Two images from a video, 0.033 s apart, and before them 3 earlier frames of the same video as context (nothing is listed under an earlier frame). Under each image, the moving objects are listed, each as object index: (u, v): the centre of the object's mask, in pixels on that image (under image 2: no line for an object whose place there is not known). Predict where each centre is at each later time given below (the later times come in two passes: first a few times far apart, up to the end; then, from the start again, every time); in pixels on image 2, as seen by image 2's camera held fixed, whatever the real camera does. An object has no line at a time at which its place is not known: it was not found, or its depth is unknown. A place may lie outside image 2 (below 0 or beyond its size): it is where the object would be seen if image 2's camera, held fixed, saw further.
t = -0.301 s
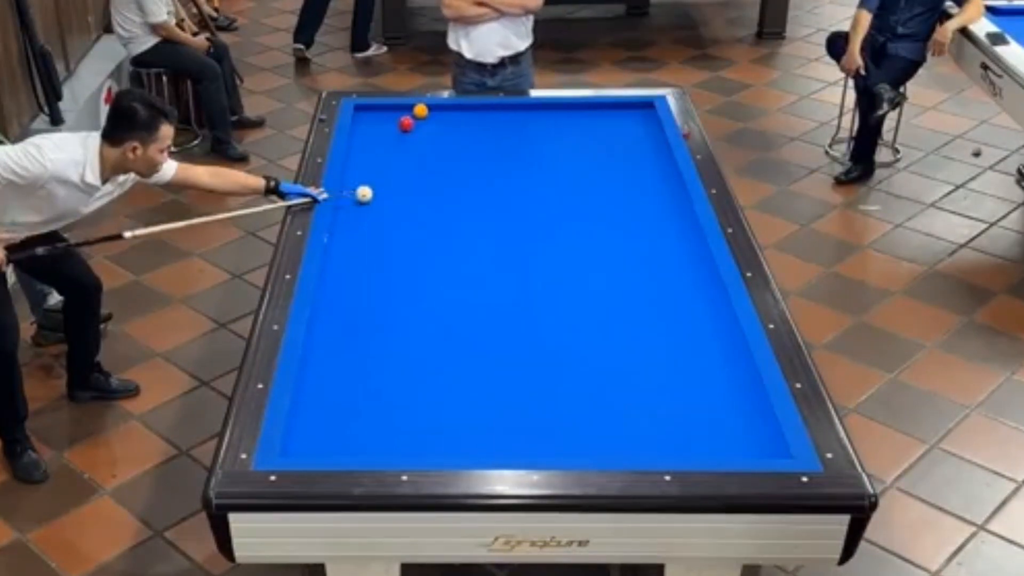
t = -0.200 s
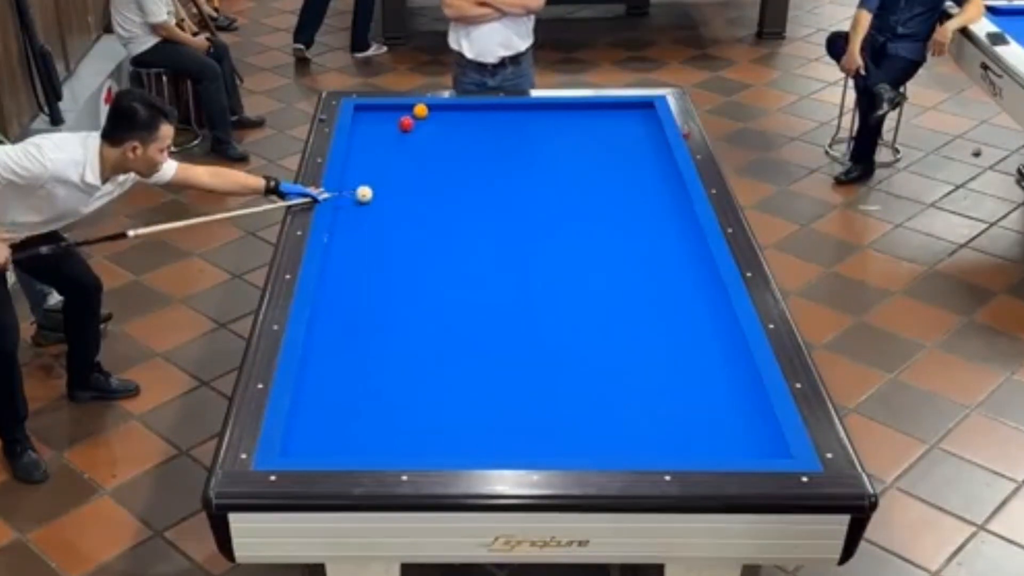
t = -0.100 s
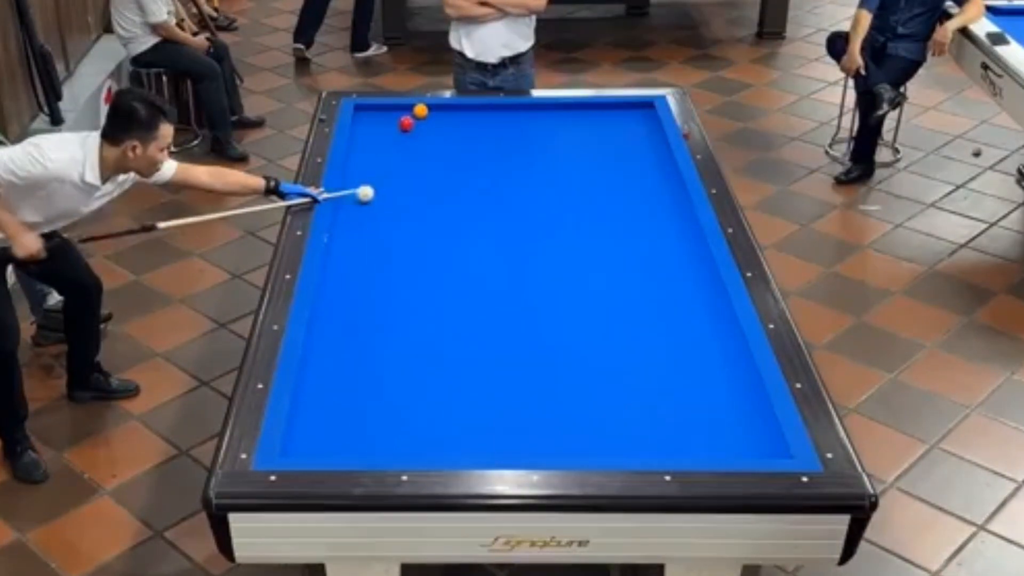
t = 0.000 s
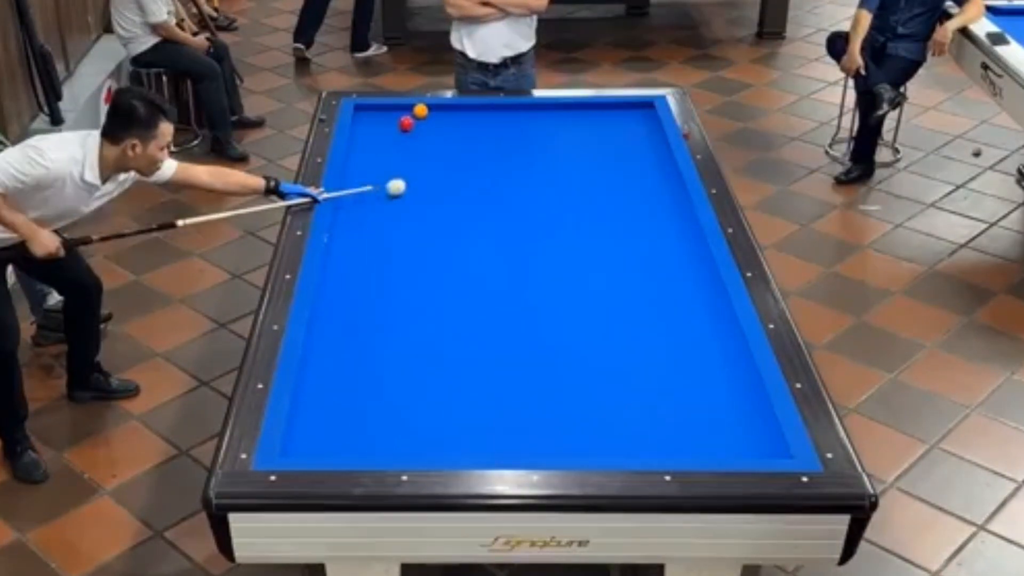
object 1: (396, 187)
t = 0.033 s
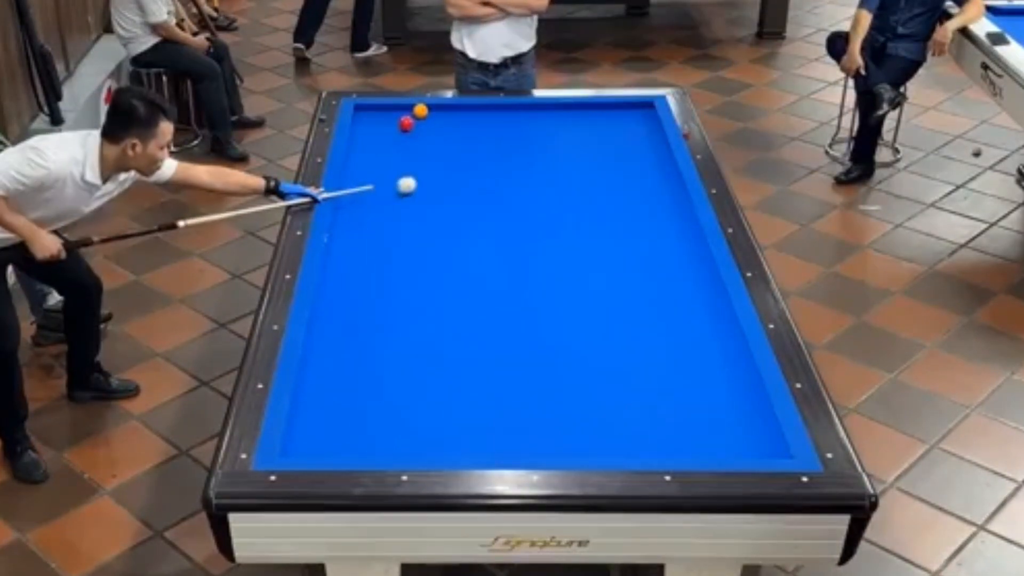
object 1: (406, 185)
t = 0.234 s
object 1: (467, 173)
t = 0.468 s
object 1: (534, 159)
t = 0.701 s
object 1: (598, 146)
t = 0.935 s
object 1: (657, 133)
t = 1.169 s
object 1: (616, 127)
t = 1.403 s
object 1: (581, 120)
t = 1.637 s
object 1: (549, 115)
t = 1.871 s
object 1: (518, 108)
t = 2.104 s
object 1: (491, 108)
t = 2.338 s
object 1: (466, 112)
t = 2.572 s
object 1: (441, 115)
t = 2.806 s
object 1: (418, 120)
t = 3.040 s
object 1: (407, 118)
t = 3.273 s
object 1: (396, 118)
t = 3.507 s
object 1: (385, 117)
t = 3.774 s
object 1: (375, 116)
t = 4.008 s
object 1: (366, 115)
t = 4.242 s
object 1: (360, 115)
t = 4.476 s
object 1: (363, 115)
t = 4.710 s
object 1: (366, 115)
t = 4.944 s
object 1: (370, 115)
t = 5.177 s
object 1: (372, 115)
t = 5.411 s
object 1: (373, 115)
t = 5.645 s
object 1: (374, 116)
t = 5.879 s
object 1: (375, 116)
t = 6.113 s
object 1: (375, 116)
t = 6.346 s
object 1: (375, 116)
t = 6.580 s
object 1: (375, 116)
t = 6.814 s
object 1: (375, 116)
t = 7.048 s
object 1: (374, 116)
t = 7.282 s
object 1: (374, 116)
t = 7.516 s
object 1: (374, 116)
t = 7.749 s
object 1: (375, 116)
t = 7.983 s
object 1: (375, 116)
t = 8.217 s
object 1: (375, 116)
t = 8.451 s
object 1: (375, 116)
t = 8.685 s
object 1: (375, 116)
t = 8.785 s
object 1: (375, 116)
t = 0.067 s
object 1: (416, 183)
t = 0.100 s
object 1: (427, 181)
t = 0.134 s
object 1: (437, 179)
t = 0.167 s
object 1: (447, 177)
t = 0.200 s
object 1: (457, 175)
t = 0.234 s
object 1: (467, 173)
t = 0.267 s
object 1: (476, 171)
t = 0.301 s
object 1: (486, 169)
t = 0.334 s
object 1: (496, 167)
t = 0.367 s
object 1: (506, 165)
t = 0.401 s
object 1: (515, 164)
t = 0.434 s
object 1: (525, 161)
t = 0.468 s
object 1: (534, 159)
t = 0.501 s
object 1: (543, 157)
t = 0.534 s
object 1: (552, 156)
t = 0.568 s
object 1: (561, 154)
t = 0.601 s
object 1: (570, 152)
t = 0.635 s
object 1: (580, 149)
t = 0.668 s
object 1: (589, 148)
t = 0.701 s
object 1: (598, 146)
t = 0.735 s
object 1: (607, 144)
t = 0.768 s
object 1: (615, 142)
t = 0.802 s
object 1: (624, 141)
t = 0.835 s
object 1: (633, 139)
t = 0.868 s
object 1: (641, 137)
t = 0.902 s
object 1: (650, 135)
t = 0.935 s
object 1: (657, 133)
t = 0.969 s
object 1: (650, 133)
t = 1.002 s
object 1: (643, 131)
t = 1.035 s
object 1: (636, 130)
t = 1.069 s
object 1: (631, 129)
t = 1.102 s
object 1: (625, 129)
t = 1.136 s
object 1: (620, 128)
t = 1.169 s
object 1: (616, 127)
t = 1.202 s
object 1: (610, 126)
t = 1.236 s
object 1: (605, 125)
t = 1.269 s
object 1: (600, 124)
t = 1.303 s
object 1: (596, 124)
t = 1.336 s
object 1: (591, 123)
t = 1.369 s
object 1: (586, 121)
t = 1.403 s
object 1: (581, 120)
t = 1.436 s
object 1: (577, 119)
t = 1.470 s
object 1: (571, 119)
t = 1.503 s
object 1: (567, 118)
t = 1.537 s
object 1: (562, 117)
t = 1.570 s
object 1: (558, 116)
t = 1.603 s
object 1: (553, 115)
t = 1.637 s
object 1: (549, 115)
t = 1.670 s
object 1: (544, 114)
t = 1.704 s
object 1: (540, 113)
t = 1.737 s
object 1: (535, 112)
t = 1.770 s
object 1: (531, 111)
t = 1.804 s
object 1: (527, 110)
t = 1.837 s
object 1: (523, 110)
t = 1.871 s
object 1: (518, 108)
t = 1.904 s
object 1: (513, 107)
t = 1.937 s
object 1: (509, 107)
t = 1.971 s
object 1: (505, 107)
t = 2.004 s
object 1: (502, 107)
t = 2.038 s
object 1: (498, 108)
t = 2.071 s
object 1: (494, 108)
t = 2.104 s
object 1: (491, 108)
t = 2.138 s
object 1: (487, 109)
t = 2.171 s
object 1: (484, 110)
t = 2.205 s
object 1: (480, 110)
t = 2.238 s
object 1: (477, 111)
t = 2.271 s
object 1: (473, 111)
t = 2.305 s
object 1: (470, 112)
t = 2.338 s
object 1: (466, 112)
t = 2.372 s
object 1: (463, 113)
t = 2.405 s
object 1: (459, 113)
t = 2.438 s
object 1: (455, 114)
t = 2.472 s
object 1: (452, 115)
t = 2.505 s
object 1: (449, 114)
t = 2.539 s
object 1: (445, 115)
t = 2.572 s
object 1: (441, 115)
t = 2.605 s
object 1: (438, 116)
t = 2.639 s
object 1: (435, 116)
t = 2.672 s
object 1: (432, 117)
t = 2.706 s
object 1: (430, 118)
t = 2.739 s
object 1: (425, 119)
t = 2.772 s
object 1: (421, 119)
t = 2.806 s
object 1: (418, 120)
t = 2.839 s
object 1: (416, 119)
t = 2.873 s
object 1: (414, 119)
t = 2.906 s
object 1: (413, 118)
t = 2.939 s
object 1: (411, 119)
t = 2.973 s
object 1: (409, 119)
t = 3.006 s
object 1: (408, 119)
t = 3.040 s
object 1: (407, 118)
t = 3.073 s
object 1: (405, 118)
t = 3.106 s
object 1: (404, 118)
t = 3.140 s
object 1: (402, 118)
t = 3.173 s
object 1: (400, 118)
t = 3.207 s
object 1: (399, 118)
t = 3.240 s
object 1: (397, 118)
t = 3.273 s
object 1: (396, 118)
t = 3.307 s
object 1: (394, 118)
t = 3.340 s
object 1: (392, 118)
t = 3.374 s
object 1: (391, 118)
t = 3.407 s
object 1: (390, 118)
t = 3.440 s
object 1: (388, 118)
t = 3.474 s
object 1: (387, 117)
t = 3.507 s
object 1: (385, 117)
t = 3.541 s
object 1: (384, 117)
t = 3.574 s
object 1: (383, 117)
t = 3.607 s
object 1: (382, 117)
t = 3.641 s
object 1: (380, 117)
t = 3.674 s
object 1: (378, 117)
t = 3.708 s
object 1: (377, 116)
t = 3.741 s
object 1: (376, 116)
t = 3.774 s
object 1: (375, 116)
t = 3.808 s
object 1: (374, 116)
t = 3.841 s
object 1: (372, 116)
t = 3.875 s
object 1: (371, 115)
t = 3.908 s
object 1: (370, 115)
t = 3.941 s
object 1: (368, 116)
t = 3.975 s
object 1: (367, 115)
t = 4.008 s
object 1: (366, 115)
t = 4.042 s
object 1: (365, 115)
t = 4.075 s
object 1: (364, 115)
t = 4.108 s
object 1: (363, 115)
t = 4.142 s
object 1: (362, 115)
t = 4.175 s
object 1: (360, 115)
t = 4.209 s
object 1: (360, 115)
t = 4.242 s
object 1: (360, 115)
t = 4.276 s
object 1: (361, 115)
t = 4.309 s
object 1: (361, 115)
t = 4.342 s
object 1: (362, 115)
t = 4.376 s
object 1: (362, 115)
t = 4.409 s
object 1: (362, 115)
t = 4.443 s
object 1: (363, 115)
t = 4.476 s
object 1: (363, 115)
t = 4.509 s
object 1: (364, 115)
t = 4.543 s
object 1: (364, 115)
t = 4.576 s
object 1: (365, 115)
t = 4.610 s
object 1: (365, 115)
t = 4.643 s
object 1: (366, 115)
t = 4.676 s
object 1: (366, 115)
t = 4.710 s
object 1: (366, 115)
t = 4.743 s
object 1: (367, 115)
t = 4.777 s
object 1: (367, 115)
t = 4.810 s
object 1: (368, 115)
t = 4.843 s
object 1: (368, 115)
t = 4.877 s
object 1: (369, 115)
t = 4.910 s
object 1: (369, 115)
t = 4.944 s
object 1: (370, 115)
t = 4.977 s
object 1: (370, 115)
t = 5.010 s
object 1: (371, 115)
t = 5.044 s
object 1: (371, 115)
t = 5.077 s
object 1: (371, 115)
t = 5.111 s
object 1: (371, 115)
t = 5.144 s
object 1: (372, 115)
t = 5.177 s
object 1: (372, 115)
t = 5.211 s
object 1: (372, 115)
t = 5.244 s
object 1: (372, 115)
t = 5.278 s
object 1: (372, 115)
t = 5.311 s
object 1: (373, 115)
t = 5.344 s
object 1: (373, 115)
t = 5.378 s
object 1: (373, 115)
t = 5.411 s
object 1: (373, 115)
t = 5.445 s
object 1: (373, 115)
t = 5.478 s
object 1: (373, 115)
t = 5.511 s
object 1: (373, 115)
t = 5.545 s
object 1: (374, 116)
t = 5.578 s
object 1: (374, 116)
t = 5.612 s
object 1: (374, 116)
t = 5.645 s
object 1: (374, 116)
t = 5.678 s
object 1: (374, 116)
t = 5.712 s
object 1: (374, 116)
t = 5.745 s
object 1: (374, 116)
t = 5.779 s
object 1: (374, 116)
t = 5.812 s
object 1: (374, 116)
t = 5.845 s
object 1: (374, 116)
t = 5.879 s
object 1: (375, 116)
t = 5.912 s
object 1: (375, 116)
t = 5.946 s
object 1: (375, 116)
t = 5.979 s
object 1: (375, 116)
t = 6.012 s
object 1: (375, 116)
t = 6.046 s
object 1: (375, 116)
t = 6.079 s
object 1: (375, 116)
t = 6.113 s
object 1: (375, 116)
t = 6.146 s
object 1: (375, 116)
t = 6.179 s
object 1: (375, 115)
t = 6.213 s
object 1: (375, 115)
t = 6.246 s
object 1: (375, 116)
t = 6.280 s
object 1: (375, 116)
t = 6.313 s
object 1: (375, 116)
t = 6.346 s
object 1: (375, 116)
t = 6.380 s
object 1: (375, 116)
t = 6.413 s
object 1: (375, 116)
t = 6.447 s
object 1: (375, 116)
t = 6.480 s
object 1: (375, 116)
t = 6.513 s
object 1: (375, 116)
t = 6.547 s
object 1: (375, 116)
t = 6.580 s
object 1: (375, 116)
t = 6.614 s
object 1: (375, 116)
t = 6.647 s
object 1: (375, 116)
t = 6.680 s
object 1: (375, 116)
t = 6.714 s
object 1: (375, 116)
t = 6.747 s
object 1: (375, 116)
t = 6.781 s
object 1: (375, 116)
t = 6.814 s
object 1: (375, 116)
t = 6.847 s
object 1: (375, 116)
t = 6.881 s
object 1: (374, 116)
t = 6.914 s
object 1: (374, 116)
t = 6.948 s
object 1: (374, 116)
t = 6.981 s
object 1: (374, 116)
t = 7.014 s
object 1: (375, 116)
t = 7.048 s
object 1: (374, 116)
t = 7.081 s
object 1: (374, 116)
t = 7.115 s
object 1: (374, 116)
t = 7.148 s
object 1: (374, 116)
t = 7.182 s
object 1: (374, 116)
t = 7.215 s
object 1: (374, 116)
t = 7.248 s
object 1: (374, 116)
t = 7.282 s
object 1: (374, 116)
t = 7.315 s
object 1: (375, 116)
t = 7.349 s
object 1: (375, 116)
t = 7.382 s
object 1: (375, 116)
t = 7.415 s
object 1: (375, 116)
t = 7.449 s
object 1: (375, 116)
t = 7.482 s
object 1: (375, 116)
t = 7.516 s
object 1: (374, 116)
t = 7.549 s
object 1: (374, 116)
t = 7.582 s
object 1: (374, 116)
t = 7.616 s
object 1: (375, 116)
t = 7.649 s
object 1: (375, 116)
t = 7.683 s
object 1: (375, 116)
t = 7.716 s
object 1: (375, 116)
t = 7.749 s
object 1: (375, 116)
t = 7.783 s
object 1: (375, 116)
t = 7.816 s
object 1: (375, 116)
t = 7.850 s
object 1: (375, 116)
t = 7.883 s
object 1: (375, 115)
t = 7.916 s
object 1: (375, 116)
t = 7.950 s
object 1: (375, 116)
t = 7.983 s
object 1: (375, 116)
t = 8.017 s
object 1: (375, 116)
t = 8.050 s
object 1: (375, 116)
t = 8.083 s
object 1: (375, 116)
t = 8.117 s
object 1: (375, 116)
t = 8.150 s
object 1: (375, 116)
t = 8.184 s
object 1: (375, 116)
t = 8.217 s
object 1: (375, 116)
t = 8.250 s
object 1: (375, 116)
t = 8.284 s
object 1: (375, 116)
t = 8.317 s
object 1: (375, 116)
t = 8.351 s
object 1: (375, 116)
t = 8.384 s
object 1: (375, 116)
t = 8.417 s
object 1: (375, 116)
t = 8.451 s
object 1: (375, 116)
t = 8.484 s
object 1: (375, 116)
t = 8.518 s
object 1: (375, 116)
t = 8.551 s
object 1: (375, 116)
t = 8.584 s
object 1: (375, 116)
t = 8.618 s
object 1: (375, 116)
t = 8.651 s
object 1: (375, 116)
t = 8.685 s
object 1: (375, 116)
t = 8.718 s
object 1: (375, 116)
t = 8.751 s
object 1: (375, 116)
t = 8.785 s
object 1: (375, 116)
